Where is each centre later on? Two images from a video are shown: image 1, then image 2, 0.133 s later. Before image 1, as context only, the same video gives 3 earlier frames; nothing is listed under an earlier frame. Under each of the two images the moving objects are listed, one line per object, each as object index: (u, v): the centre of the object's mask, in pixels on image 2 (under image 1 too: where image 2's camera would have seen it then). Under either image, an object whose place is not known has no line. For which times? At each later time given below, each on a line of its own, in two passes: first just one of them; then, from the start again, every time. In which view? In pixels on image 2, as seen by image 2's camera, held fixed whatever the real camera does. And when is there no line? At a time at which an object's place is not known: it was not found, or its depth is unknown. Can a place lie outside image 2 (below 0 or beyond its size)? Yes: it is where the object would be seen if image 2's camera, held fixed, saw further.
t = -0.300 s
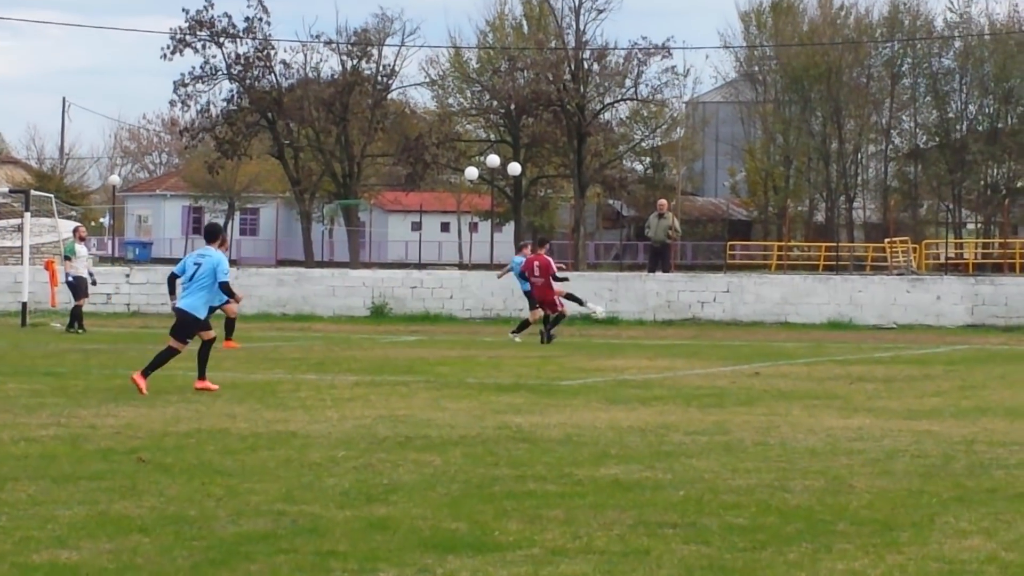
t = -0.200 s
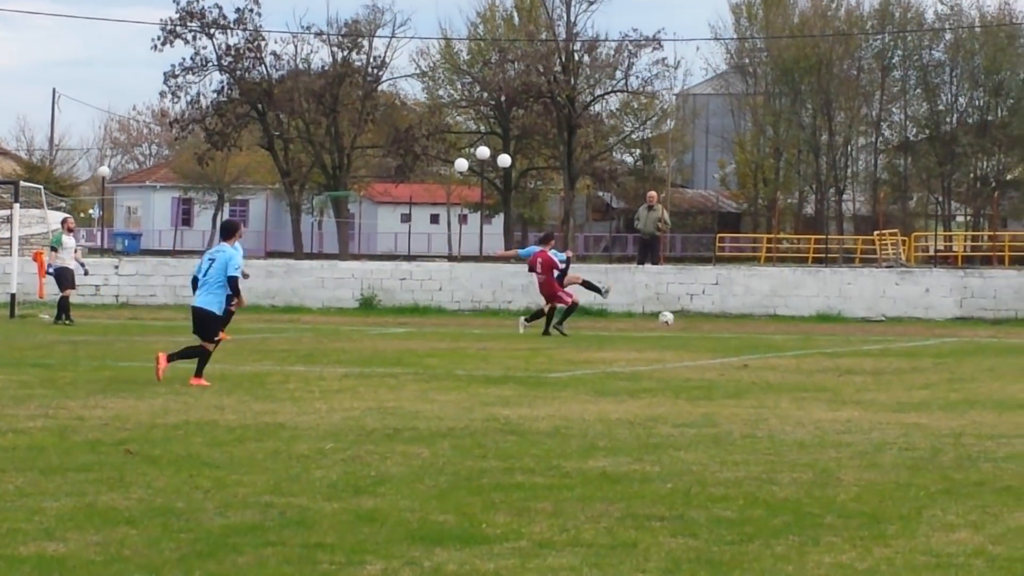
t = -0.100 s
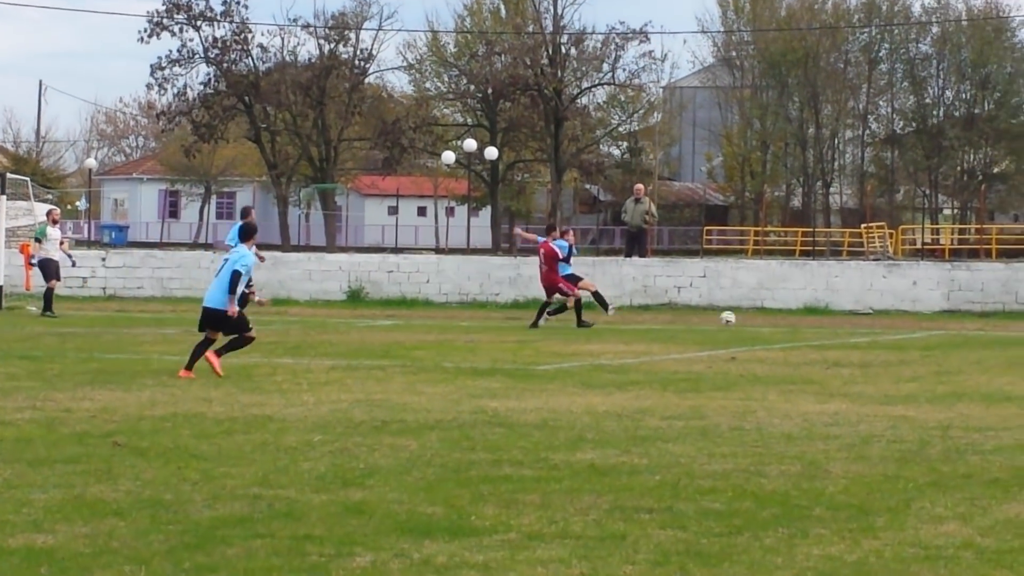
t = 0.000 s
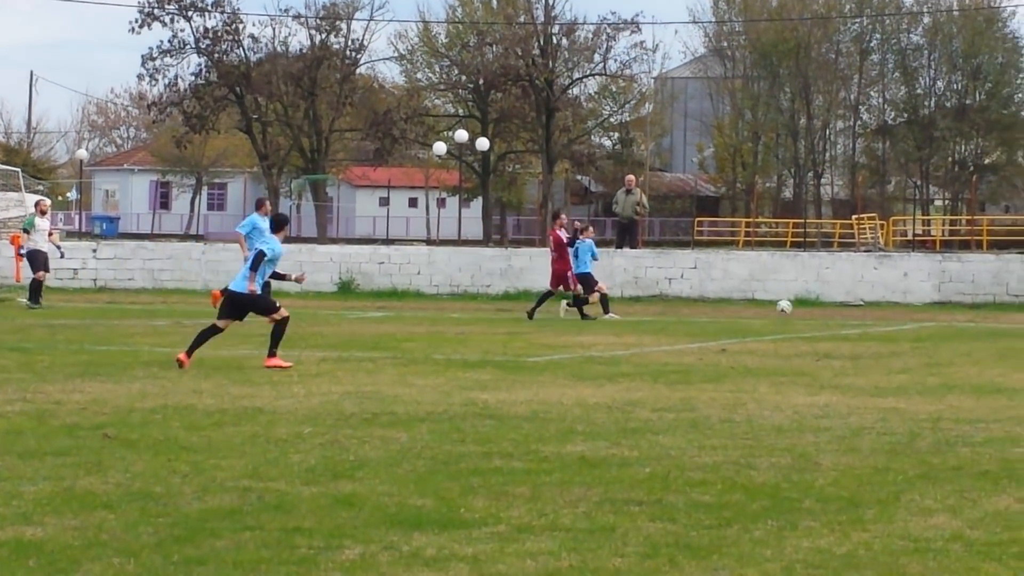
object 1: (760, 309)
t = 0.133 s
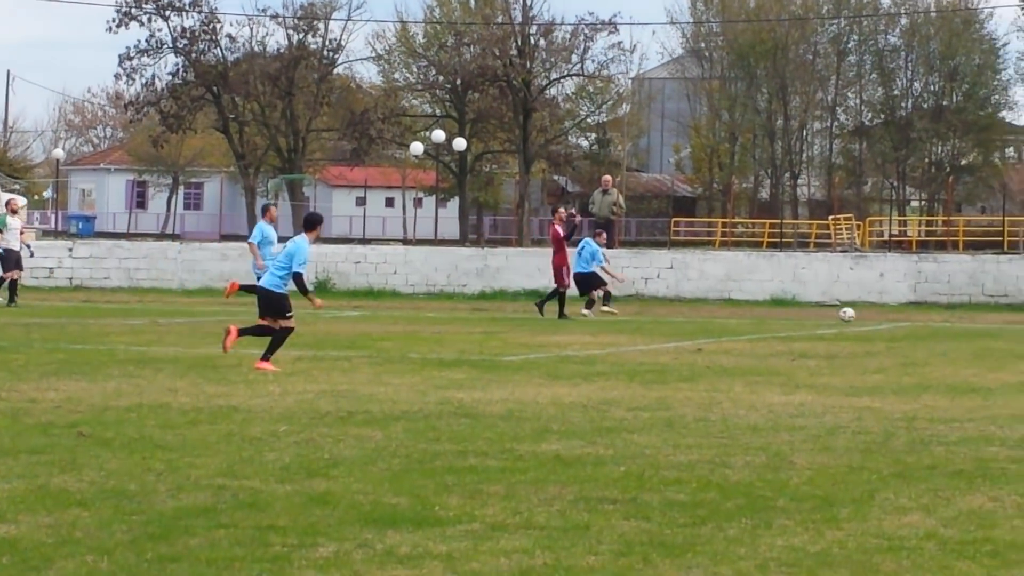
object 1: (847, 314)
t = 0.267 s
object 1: (921, 306)
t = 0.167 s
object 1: (867, 313)
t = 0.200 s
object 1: (885, 310)
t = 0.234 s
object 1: (903, 308)
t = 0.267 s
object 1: (921, 306)
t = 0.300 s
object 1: (940, 305)
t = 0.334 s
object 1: (959, 305)
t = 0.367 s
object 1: (977, 305)
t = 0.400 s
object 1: (997, 306)
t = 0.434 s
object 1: (1014, 309)
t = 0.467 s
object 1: (1034, 312)
